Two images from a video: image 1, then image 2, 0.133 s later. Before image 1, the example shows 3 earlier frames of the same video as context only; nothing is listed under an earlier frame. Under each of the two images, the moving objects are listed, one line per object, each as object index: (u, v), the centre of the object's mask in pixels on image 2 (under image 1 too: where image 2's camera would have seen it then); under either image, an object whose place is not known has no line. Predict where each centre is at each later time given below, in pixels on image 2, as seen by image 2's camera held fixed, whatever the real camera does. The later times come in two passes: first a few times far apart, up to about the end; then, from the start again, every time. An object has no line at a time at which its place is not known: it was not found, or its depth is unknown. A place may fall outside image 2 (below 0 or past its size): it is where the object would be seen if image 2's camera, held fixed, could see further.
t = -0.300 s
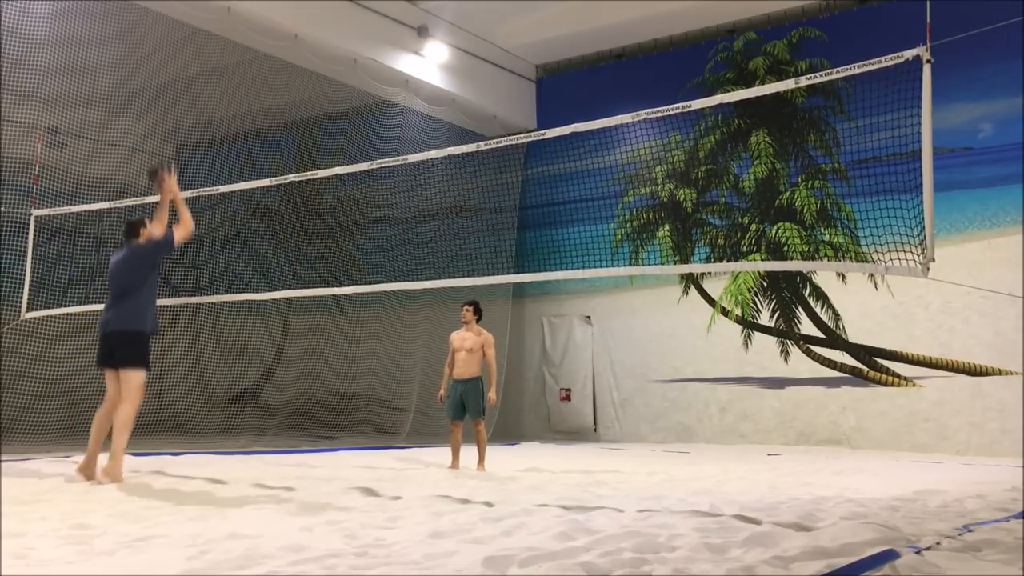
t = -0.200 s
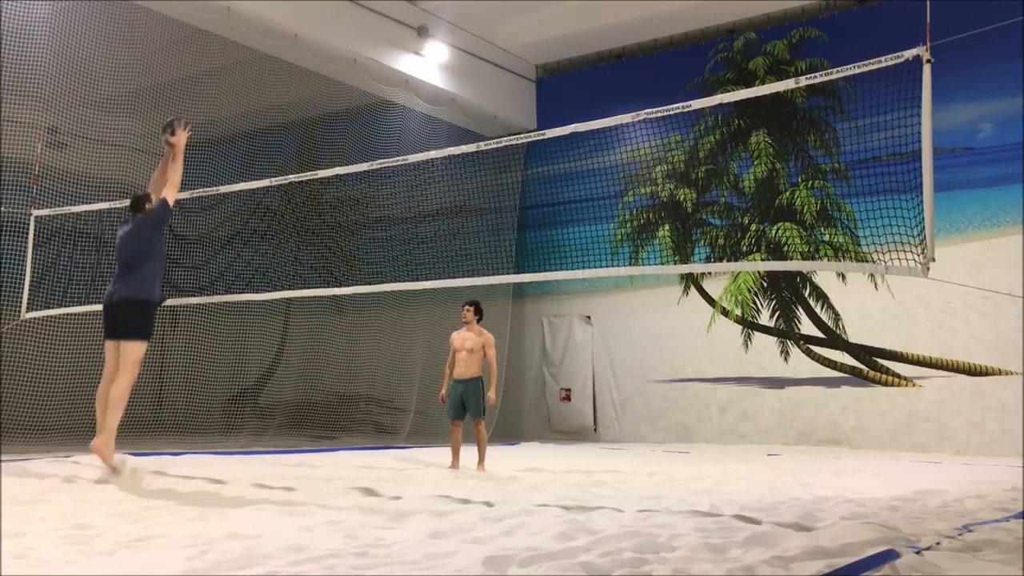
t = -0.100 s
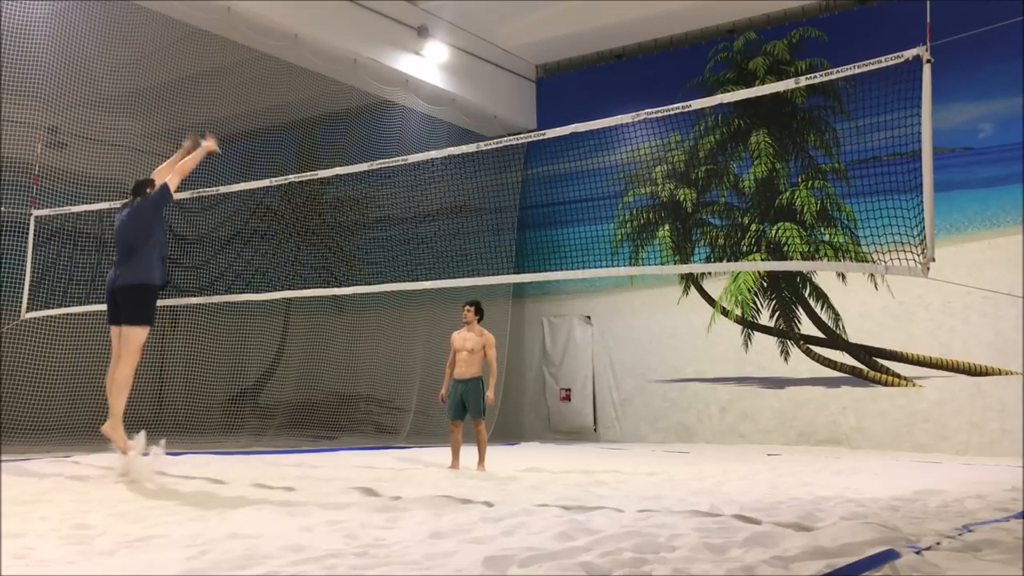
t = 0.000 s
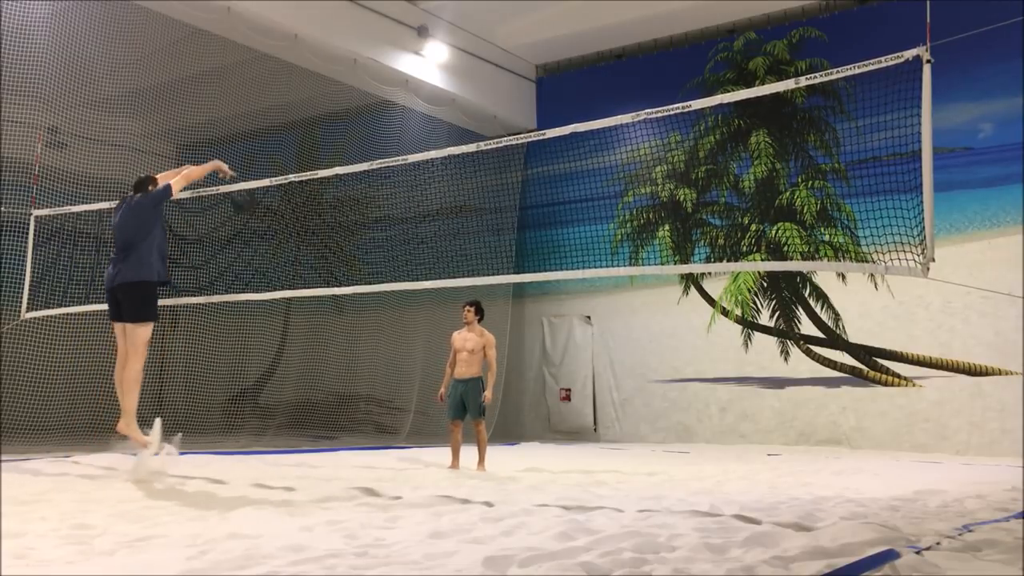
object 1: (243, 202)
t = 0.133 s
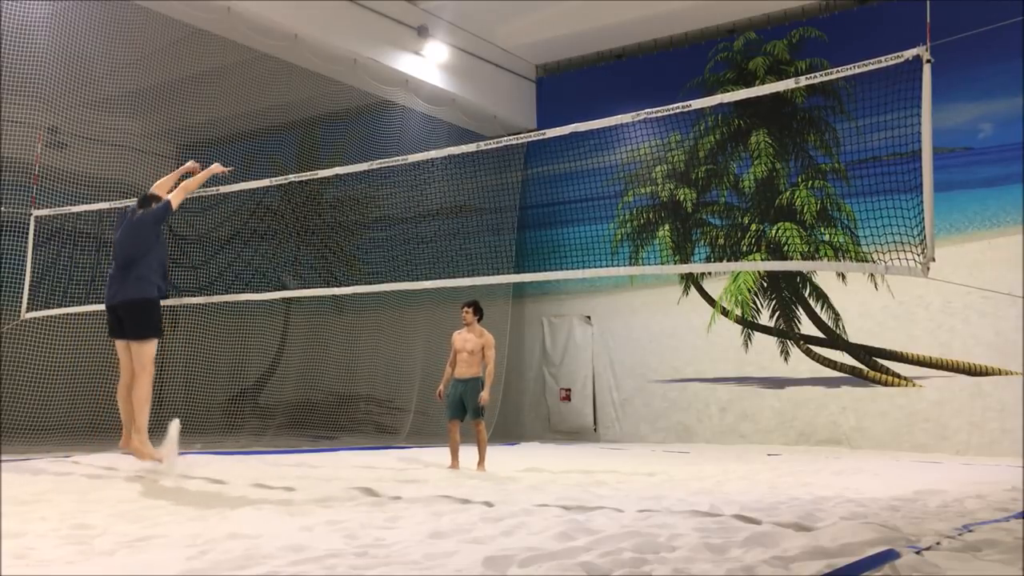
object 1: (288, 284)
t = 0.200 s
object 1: (309, 340)
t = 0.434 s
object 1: (364, 444)
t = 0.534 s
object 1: (375, 426)
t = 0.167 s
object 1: (300, 315)
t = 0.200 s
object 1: (309, 340)
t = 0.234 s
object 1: (319, 365)
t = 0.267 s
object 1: (330, 393)
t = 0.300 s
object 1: (339, 422)
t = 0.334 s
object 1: (348, 448)
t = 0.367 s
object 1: (355, 462)
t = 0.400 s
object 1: (360, 453)
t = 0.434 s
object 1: (364, 444)
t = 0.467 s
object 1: (367, 437)
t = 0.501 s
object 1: (371, 431)
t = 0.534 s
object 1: (375, 426)
